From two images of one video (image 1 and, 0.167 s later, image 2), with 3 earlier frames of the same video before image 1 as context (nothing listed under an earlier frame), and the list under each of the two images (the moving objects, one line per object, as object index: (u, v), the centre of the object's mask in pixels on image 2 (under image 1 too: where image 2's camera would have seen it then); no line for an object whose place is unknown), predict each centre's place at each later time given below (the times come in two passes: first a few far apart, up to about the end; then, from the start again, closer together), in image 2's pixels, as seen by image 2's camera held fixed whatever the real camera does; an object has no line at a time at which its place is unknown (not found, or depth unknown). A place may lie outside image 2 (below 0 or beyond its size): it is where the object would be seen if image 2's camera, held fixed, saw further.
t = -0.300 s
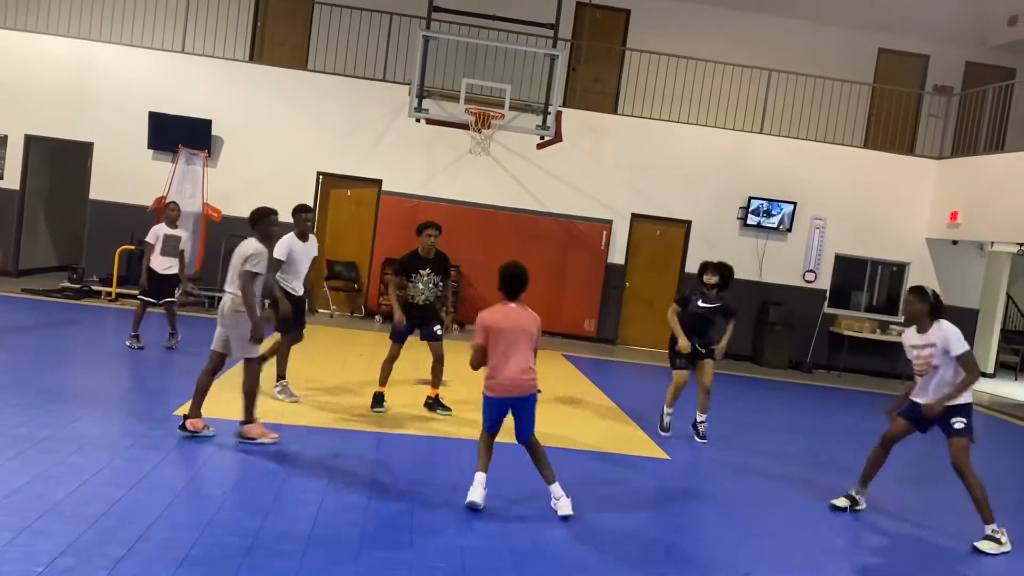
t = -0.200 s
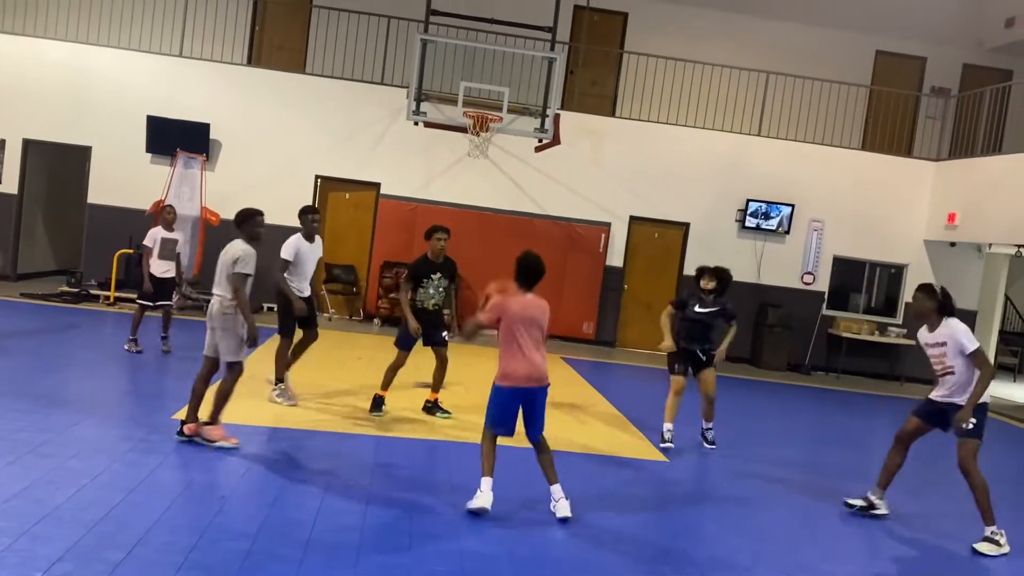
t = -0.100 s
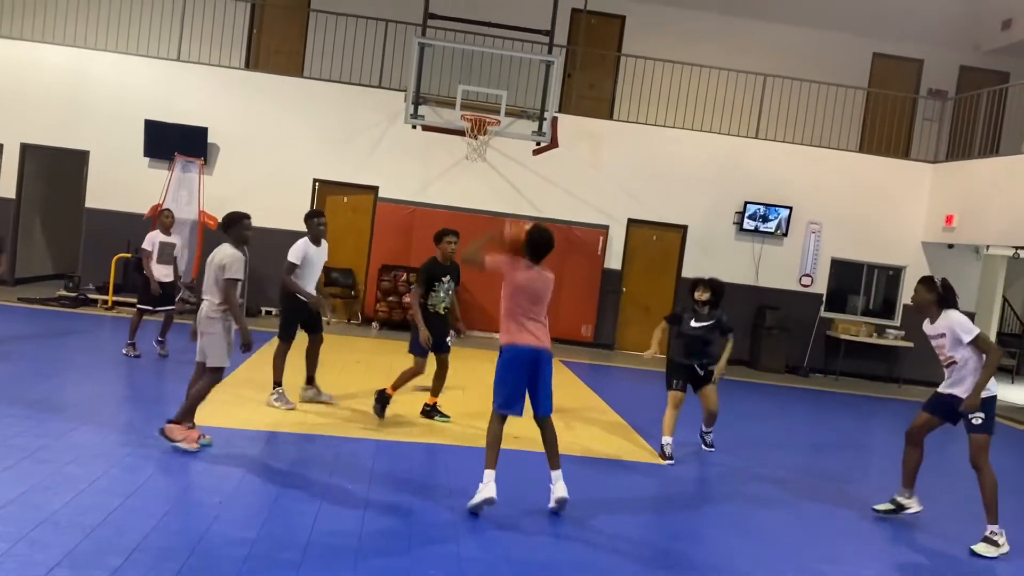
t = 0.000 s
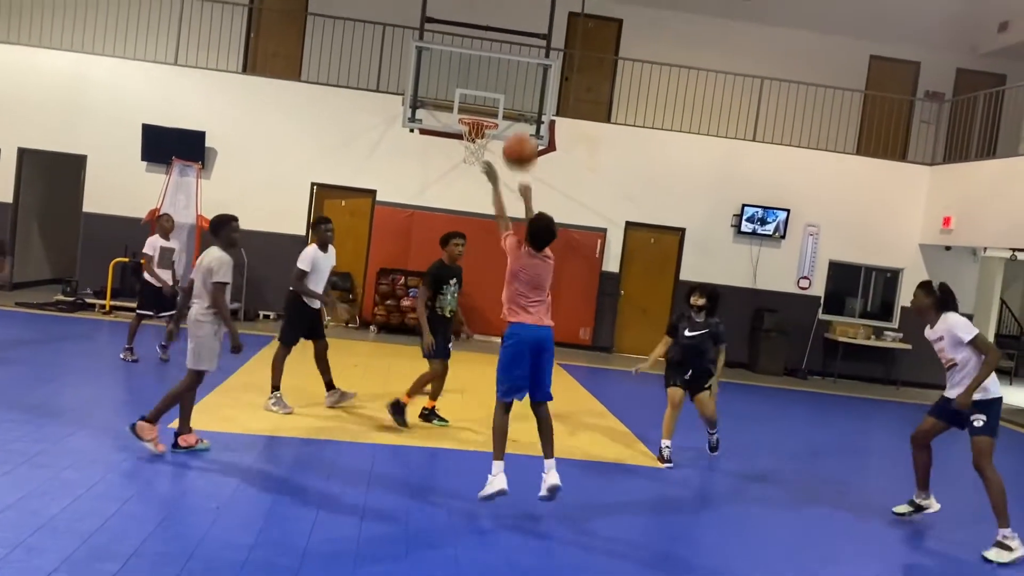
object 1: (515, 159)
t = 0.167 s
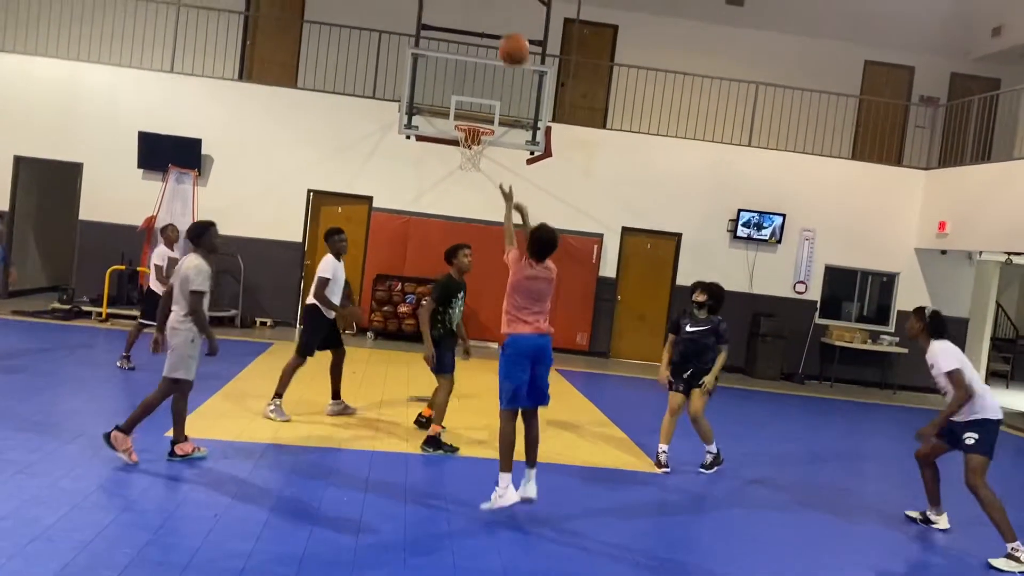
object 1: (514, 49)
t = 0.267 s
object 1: (512, 12)
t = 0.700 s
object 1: (490, 6)
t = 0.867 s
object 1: (480, 49)
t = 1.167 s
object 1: (470, 155)
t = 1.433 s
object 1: (494, 214)
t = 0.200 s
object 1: (513, 35)
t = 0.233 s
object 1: (512, 23)
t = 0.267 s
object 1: (512, 12)
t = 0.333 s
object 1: (509, 2)
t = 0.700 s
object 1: (490, 6)
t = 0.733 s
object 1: (488, 13)
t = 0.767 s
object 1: (486, 20)
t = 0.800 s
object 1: (484, 29)
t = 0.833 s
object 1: (482, 39)
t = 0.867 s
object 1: (480, 49)
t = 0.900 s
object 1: (478, 60)
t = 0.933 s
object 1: (476, 71)
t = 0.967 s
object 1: (474, 83)
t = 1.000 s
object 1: (472, 95)
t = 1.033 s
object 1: (469, 108)
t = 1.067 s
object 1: (466, 120)
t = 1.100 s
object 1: (468, 125)
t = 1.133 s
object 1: (471, 142)
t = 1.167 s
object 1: (470, 155)
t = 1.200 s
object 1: (474, 159)
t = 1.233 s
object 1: (477, 165)
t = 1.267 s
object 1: (480, 170)
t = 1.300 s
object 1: (483, 177)
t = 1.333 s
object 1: (486, 186)
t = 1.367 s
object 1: (489, 194)
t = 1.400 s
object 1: (491, 204)
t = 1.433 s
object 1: (494, 214)
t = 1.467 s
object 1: (497, 225)
